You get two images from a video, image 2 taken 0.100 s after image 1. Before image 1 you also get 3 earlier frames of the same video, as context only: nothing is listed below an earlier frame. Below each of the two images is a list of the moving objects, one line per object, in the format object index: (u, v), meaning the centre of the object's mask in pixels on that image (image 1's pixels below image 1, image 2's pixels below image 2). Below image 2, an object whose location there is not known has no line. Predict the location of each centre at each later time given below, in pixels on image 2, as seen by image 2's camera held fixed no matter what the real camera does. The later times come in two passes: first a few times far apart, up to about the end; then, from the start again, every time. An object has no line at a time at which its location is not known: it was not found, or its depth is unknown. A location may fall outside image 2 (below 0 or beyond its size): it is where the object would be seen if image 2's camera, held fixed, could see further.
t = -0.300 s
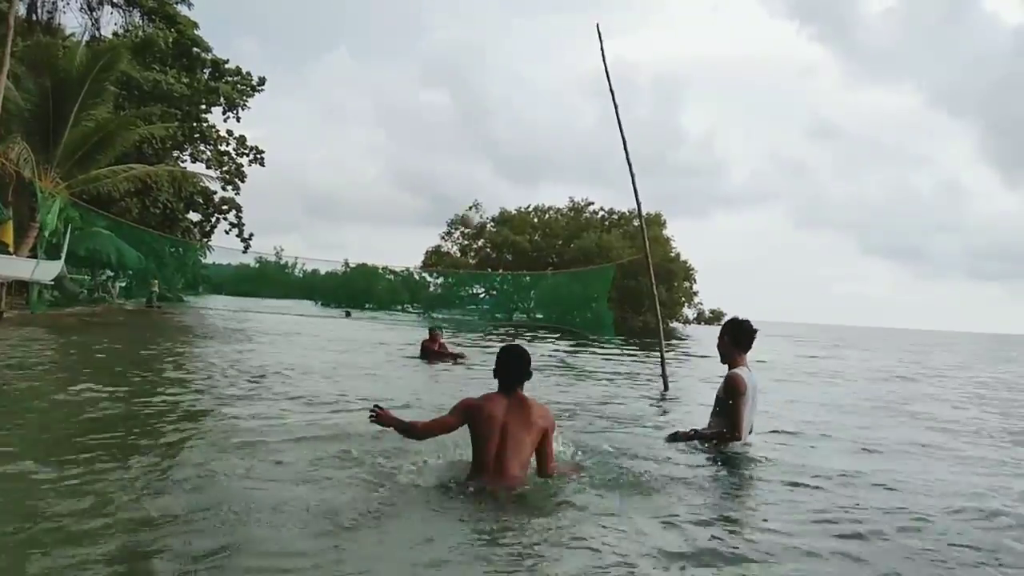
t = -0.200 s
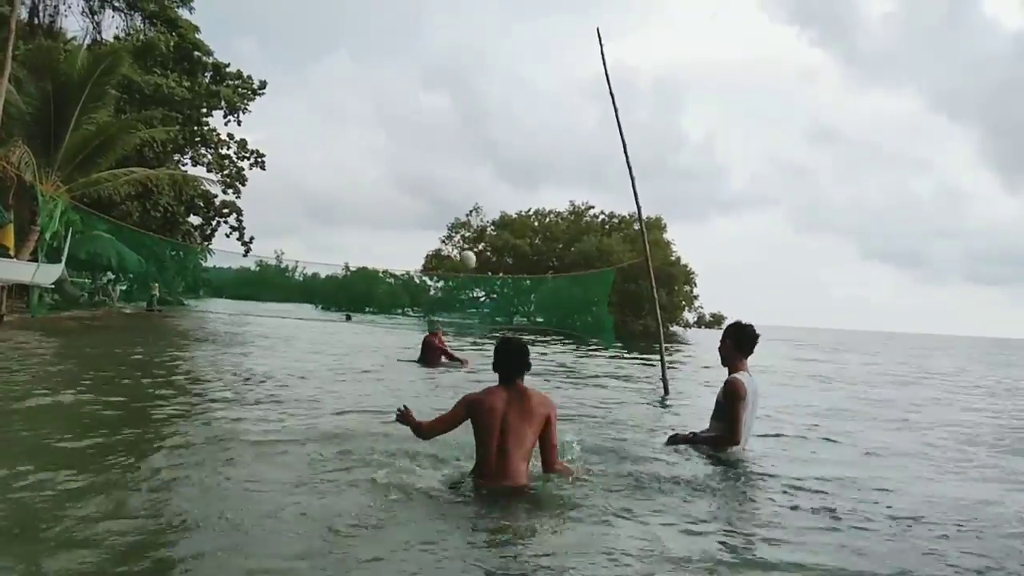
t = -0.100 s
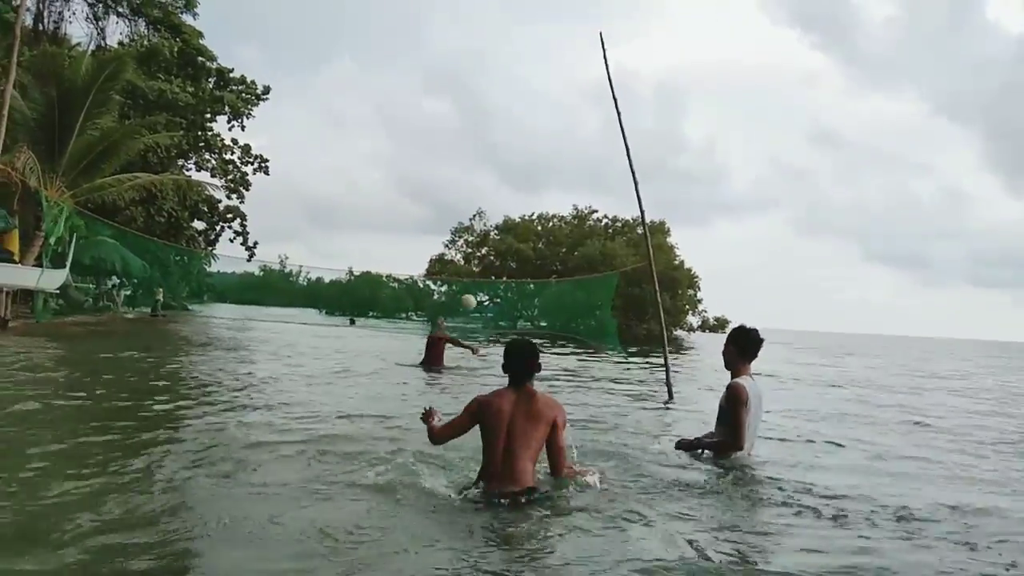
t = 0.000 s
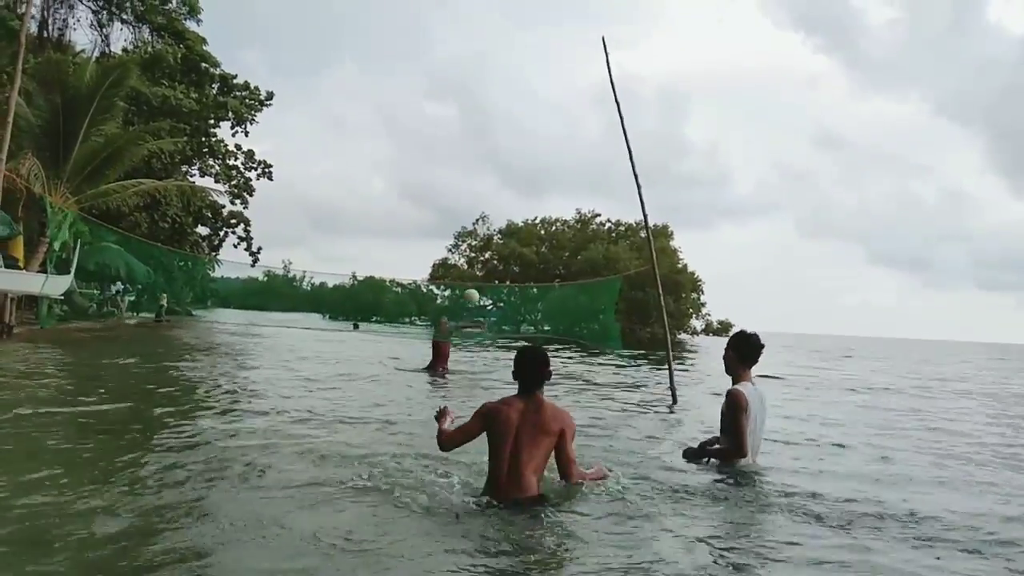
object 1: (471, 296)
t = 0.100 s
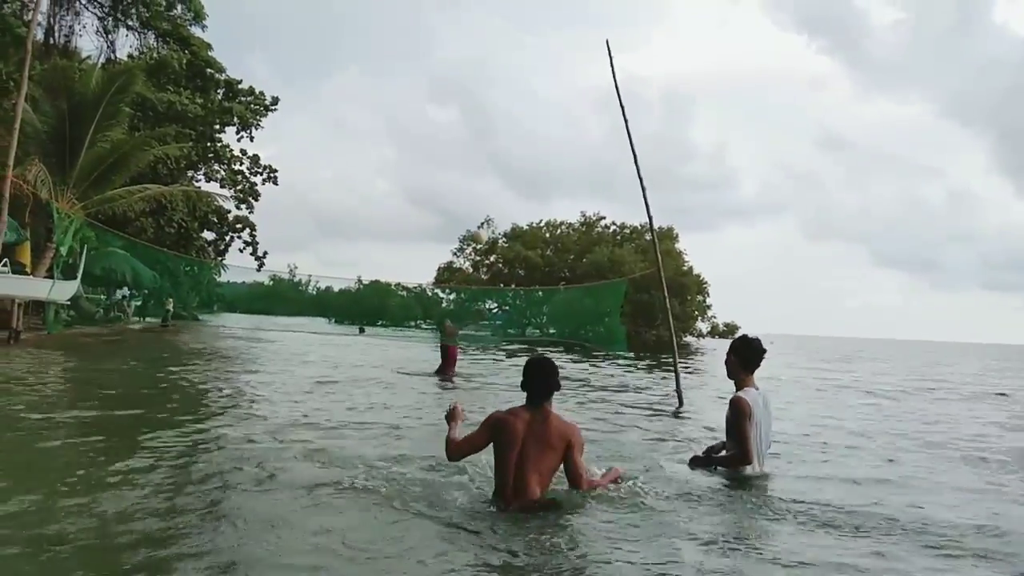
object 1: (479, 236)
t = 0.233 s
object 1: (480, 163)
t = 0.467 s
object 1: (484, 62)
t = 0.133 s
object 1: (478, 219)
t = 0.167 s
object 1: (479, 199)
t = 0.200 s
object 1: (480, 180)
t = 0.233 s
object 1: (480, 163)
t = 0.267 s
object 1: (481, 146)
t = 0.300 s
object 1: (481, 131)
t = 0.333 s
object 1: (483, 115)
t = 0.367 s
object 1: (484, 101)
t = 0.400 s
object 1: (484, 87)
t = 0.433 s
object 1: (484, 74)
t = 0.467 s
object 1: (484, 62)
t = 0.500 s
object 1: (484, 51)
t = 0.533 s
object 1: (485, 40)
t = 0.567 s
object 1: (486, 30)
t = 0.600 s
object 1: (487, 21)
